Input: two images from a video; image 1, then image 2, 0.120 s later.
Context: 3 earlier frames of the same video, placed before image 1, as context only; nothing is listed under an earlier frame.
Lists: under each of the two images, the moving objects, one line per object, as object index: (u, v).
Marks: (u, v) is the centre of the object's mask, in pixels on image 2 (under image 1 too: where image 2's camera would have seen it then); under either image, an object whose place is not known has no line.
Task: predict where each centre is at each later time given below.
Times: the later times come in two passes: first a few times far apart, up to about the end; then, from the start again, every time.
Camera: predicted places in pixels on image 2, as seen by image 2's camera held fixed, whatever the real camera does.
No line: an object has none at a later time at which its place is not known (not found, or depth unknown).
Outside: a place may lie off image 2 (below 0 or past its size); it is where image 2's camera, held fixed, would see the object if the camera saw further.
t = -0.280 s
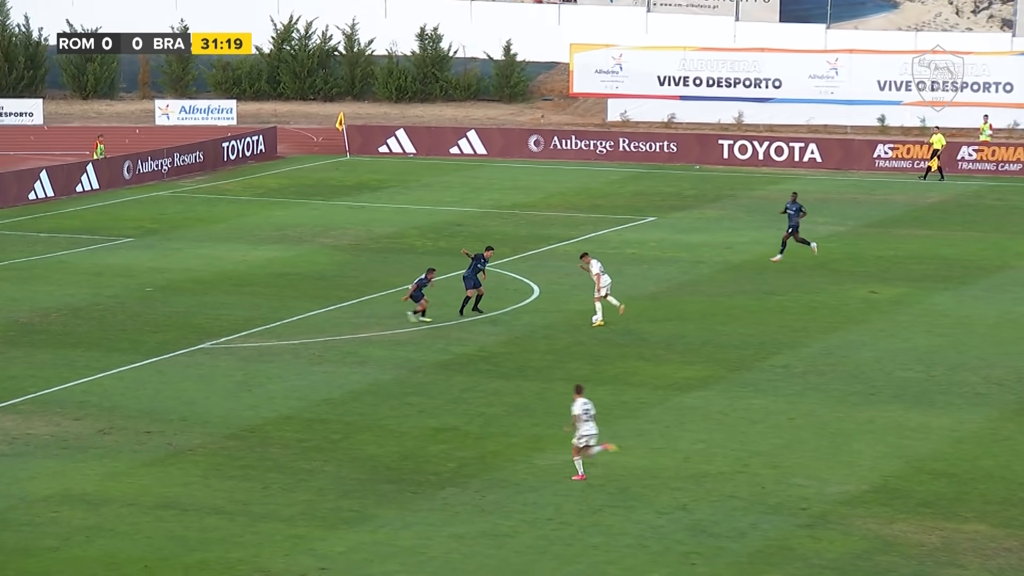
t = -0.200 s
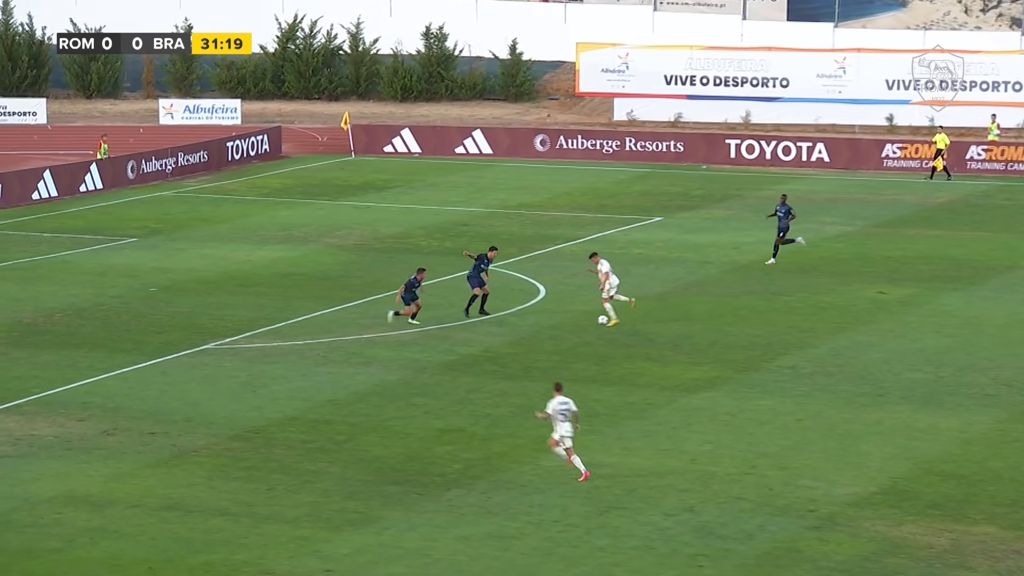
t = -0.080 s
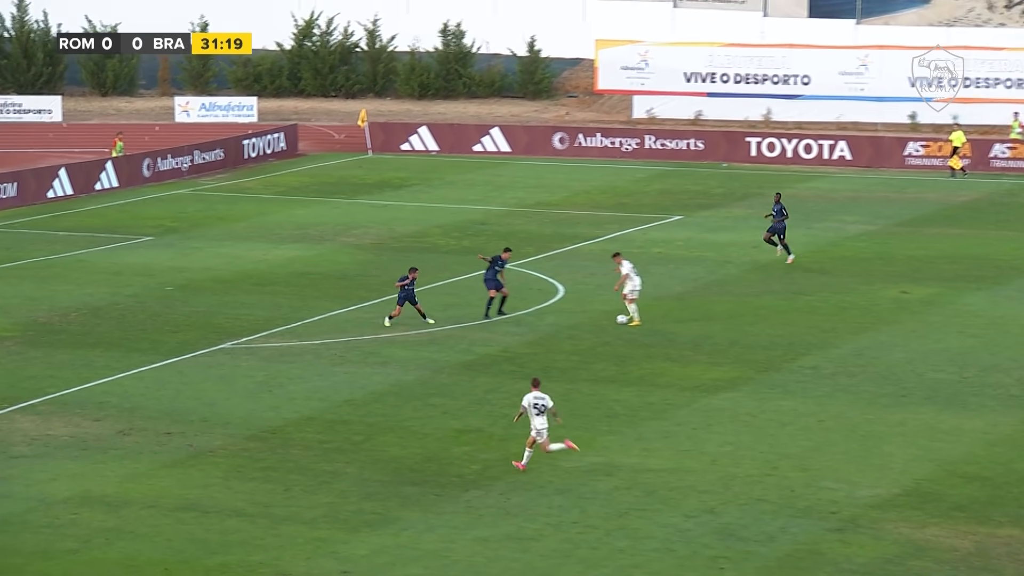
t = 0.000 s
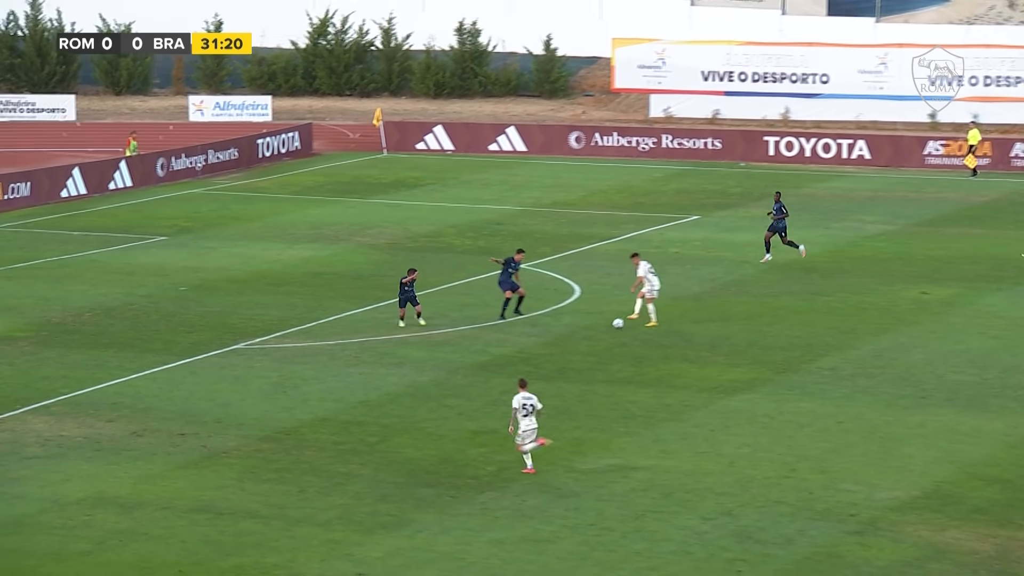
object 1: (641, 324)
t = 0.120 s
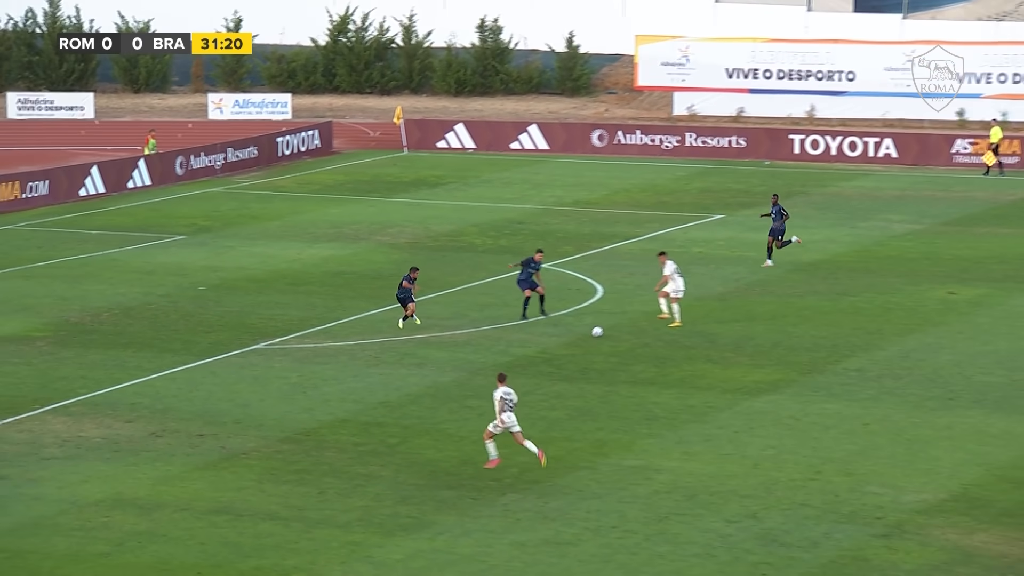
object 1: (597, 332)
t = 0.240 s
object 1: (555, 339)
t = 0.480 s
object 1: (477, 353)
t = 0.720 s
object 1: (408, 366)
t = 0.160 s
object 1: (583, 335)
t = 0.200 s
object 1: (569, 337)
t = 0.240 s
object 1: (555, 339)
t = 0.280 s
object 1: (542, 342)
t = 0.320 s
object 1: (528, 344)
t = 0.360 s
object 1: (515, 347)
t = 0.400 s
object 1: (502, 349)
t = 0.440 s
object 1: (490, 351)
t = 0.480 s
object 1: (477, 353)
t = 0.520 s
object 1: (465, 356)
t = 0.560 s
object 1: (453, 358)
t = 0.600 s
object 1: (442, 360)
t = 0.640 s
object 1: (430, 361)
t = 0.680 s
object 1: (419, 364)
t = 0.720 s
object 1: (408, 366)
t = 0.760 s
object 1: (398, 367)
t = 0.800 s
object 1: (387, 367)
